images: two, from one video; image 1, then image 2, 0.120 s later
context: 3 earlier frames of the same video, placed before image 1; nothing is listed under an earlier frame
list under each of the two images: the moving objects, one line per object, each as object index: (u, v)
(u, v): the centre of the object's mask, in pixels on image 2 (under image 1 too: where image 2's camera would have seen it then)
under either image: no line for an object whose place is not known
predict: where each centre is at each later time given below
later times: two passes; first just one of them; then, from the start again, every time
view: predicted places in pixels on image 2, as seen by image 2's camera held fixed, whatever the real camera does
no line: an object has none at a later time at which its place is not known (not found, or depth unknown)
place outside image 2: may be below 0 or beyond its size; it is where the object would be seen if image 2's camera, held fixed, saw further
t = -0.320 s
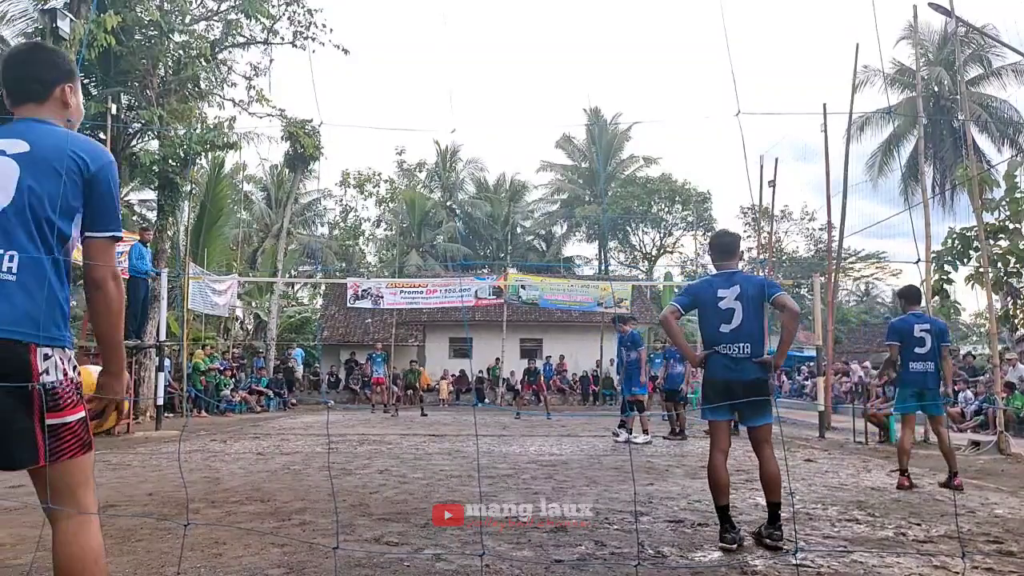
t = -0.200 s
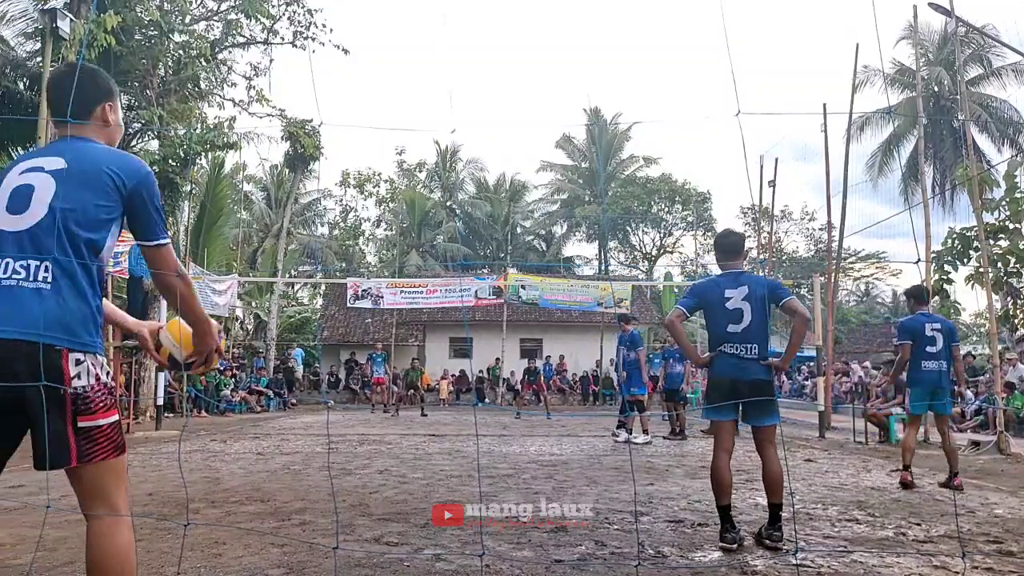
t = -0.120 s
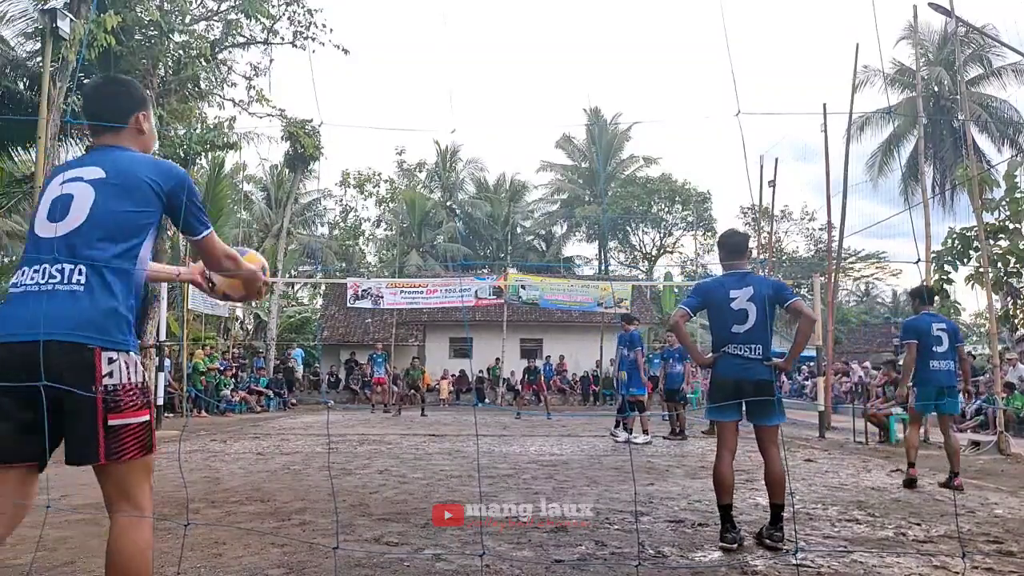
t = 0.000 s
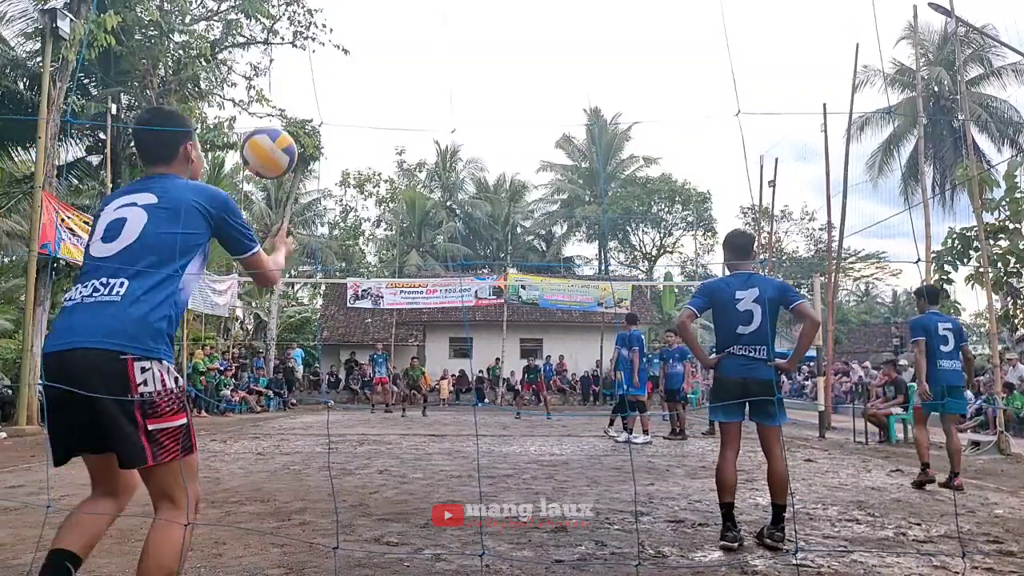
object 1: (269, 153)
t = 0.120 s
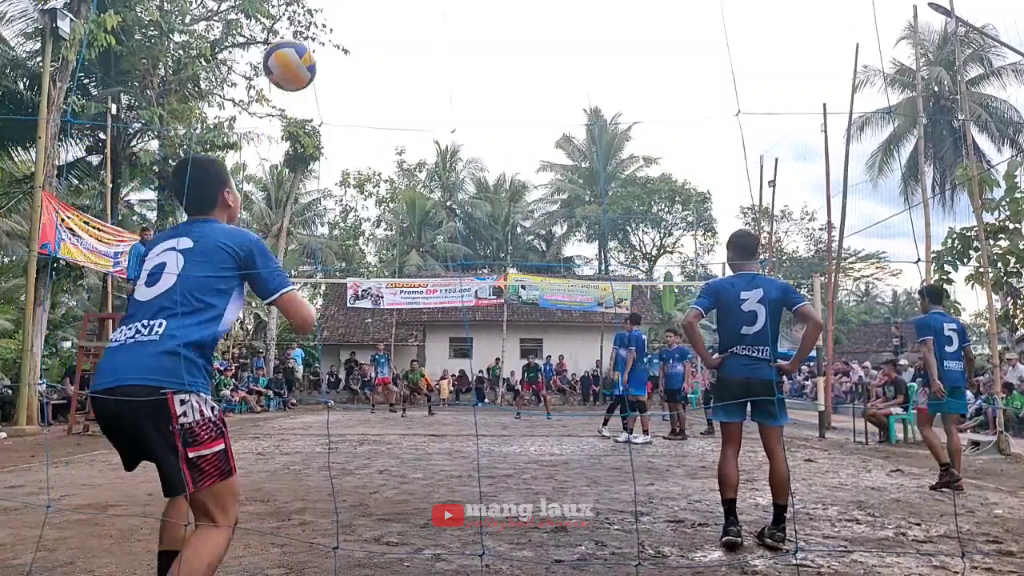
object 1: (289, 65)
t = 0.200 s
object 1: (303, 25)
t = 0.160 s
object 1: (295, 47)
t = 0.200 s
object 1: (303, 25)
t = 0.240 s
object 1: (308, 18)
